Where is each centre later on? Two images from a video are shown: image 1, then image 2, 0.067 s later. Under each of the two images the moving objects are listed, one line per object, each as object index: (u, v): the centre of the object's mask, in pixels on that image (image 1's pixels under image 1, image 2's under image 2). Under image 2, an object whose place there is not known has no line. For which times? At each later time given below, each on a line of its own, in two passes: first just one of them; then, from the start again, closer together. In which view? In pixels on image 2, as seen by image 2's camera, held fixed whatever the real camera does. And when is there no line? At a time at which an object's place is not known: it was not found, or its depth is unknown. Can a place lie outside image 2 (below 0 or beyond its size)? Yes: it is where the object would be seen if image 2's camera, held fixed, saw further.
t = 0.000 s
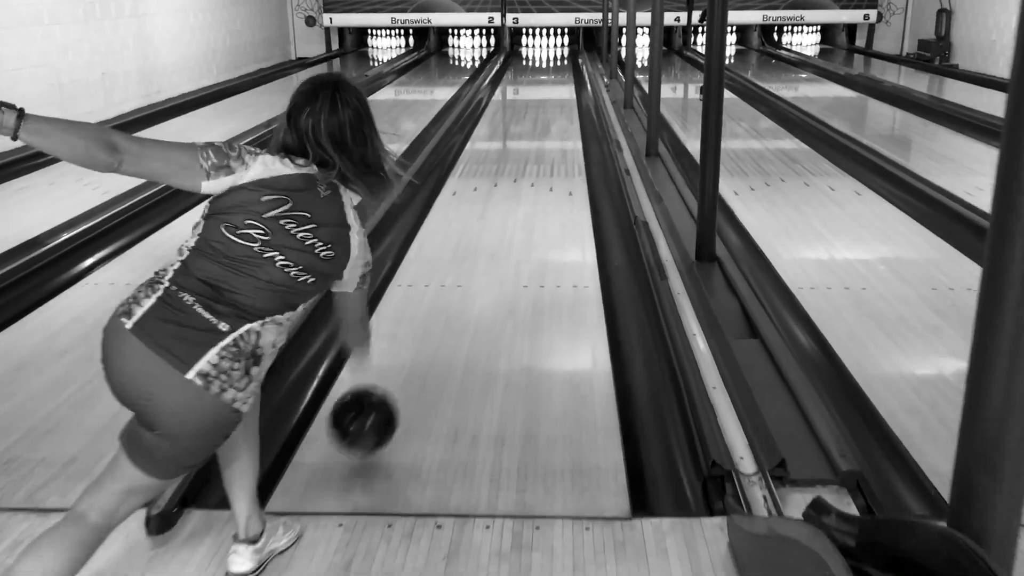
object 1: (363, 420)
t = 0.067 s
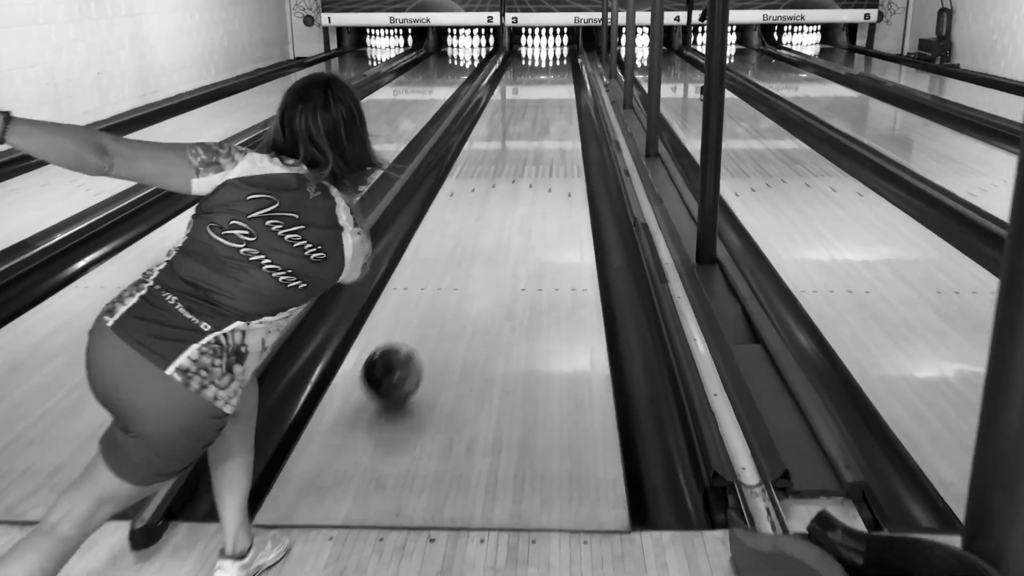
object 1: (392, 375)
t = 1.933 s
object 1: (560, 62)
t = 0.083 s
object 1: (400, 363)
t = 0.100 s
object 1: (407, 349)
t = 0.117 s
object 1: (414, 337)
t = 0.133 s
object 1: (420, 327)
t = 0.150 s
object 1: (425, 318)
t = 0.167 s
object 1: (430, 308)
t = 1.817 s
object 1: (558, 66)
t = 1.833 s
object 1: (559, 65)
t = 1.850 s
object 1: (559, 64)
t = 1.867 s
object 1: (559, 64)
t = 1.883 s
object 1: (560, 63)
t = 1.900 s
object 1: (560, 62)
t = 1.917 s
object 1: (560, 62)
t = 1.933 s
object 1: (560, 62)
